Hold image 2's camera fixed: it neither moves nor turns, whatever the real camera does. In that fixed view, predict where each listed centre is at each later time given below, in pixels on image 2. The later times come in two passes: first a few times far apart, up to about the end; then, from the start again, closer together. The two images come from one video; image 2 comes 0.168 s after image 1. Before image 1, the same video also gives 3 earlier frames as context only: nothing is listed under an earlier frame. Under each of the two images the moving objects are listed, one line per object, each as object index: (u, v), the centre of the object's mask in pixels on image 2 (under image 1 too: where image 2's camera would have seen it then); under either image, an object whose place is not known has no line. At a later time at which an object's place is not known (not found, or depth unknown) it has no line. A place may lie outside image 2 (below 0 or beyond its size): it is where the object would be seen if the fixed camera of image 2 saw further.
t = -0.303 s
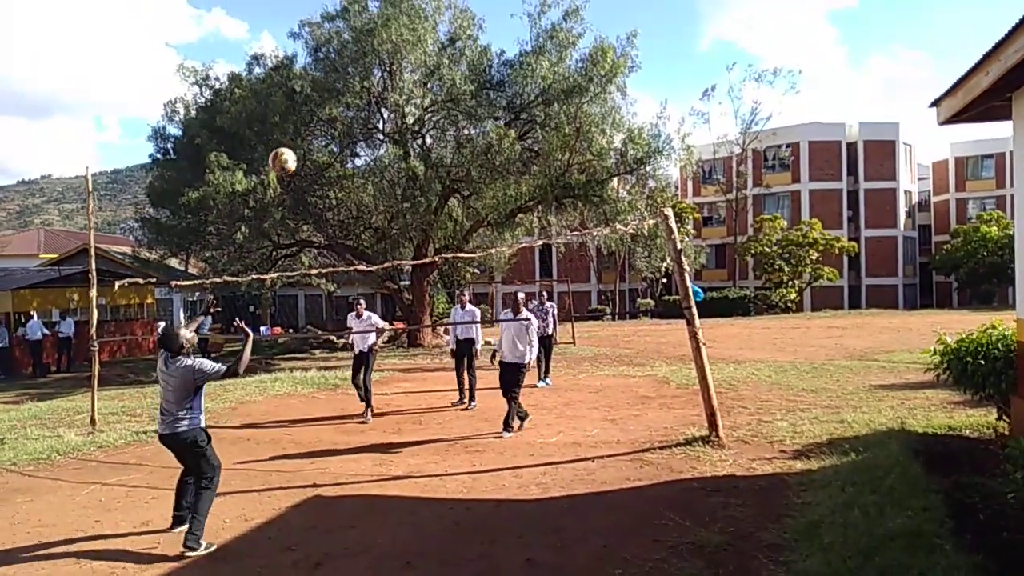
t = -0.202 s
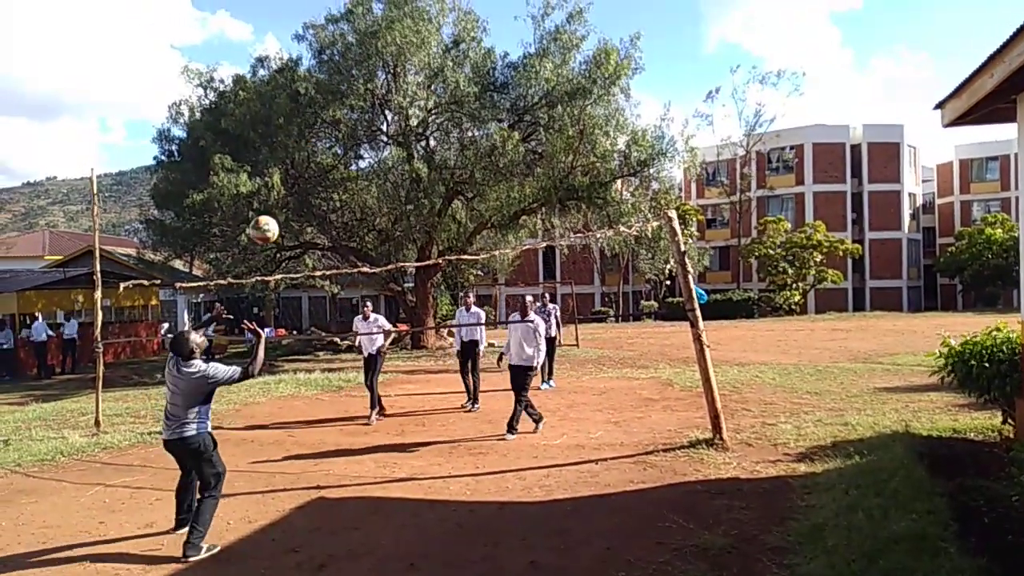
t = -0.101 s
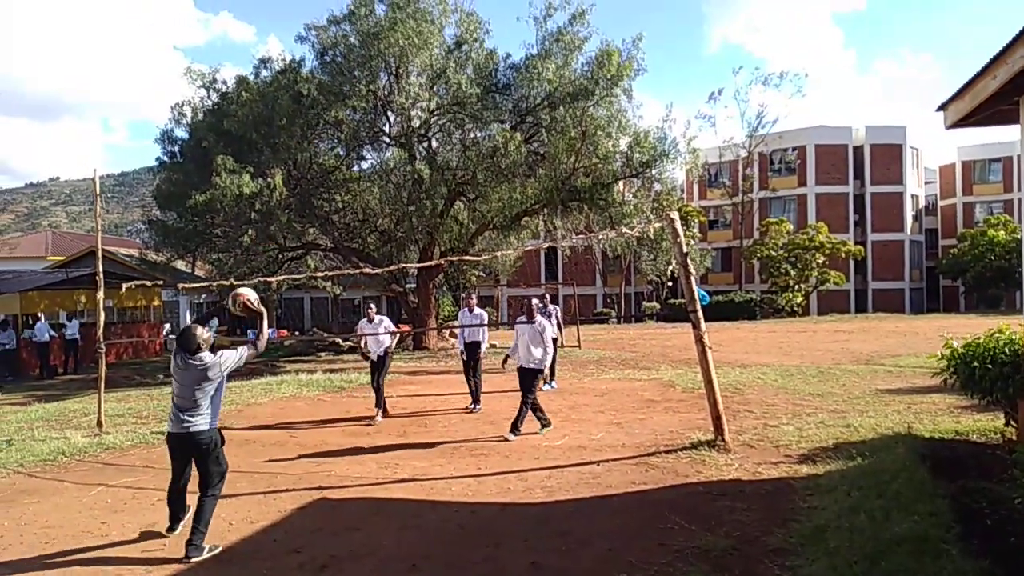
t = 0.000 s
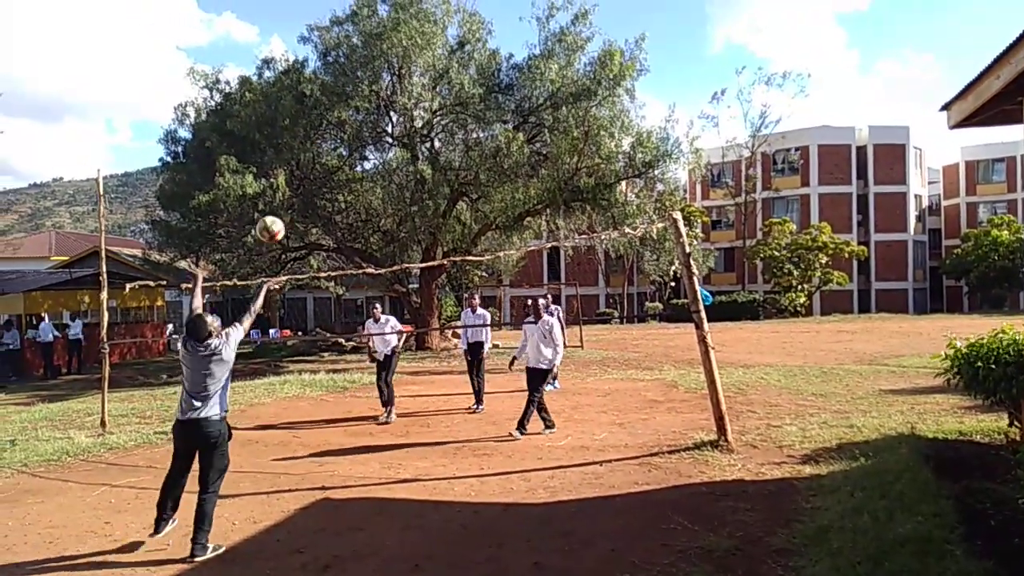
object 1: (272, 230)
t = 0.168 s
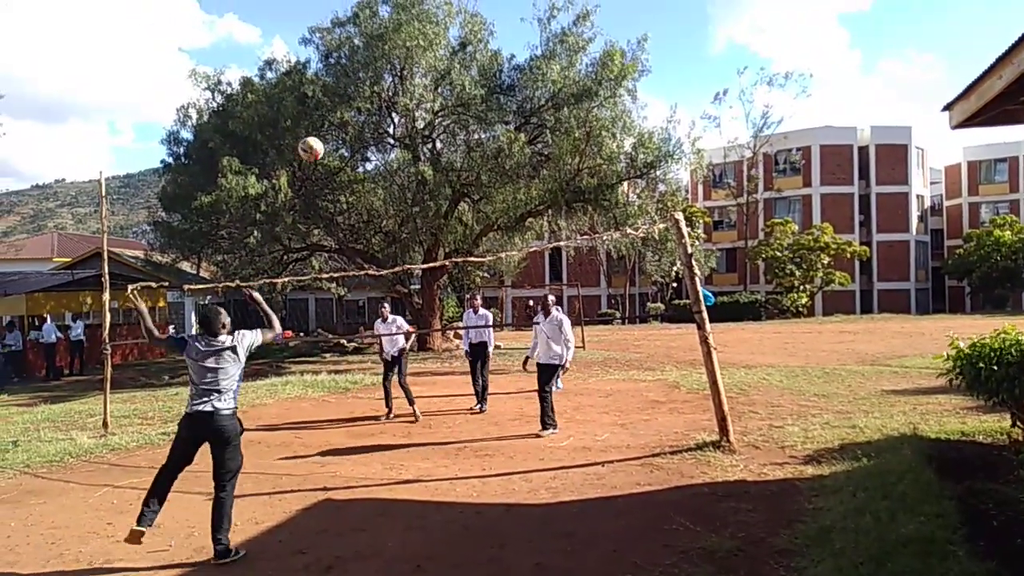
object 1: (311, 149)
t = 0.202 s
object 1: (318, 139)
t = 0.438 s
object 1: (365, 104)
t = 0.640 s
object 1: (399, 120)
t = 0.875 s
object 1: (434, 178)
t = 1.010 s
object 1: (452, 224)
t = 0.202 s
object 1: (318, 139)
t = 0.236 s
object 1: (325, 129)
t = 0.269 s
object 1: (332, 122)
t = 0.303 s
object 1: (339, 115)
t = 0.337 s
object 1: (346, 111)
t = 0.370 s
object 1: (352, 108)
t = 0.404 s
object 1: (358, 105)
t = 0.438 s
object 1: (365, 104)
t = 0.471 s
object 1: (370, 104)
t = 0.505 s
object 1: (377, 105)
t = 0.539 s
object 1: (382, 108)
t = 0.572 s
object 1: (389, 112)
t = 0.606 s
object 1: (393, 115)
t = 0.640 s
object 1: (399, 120)
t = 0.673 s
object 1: (404, 127)
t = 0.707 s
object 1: (410, 133)
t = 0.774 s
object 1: (420, 149)
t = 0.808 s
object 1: (424, 157)
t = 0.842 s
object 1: (429, 166)
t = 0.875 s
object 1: (434, 178)
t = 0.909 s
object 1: (438, 189)
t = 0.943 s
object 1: (443, 200)
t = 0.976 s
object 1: (447, 212)
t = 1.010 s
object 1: (452, 224)
